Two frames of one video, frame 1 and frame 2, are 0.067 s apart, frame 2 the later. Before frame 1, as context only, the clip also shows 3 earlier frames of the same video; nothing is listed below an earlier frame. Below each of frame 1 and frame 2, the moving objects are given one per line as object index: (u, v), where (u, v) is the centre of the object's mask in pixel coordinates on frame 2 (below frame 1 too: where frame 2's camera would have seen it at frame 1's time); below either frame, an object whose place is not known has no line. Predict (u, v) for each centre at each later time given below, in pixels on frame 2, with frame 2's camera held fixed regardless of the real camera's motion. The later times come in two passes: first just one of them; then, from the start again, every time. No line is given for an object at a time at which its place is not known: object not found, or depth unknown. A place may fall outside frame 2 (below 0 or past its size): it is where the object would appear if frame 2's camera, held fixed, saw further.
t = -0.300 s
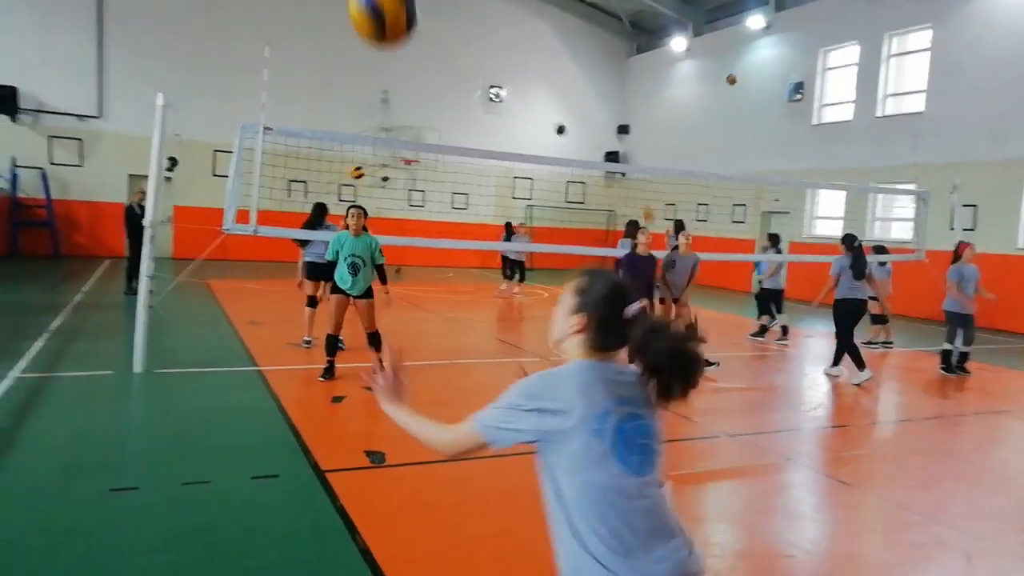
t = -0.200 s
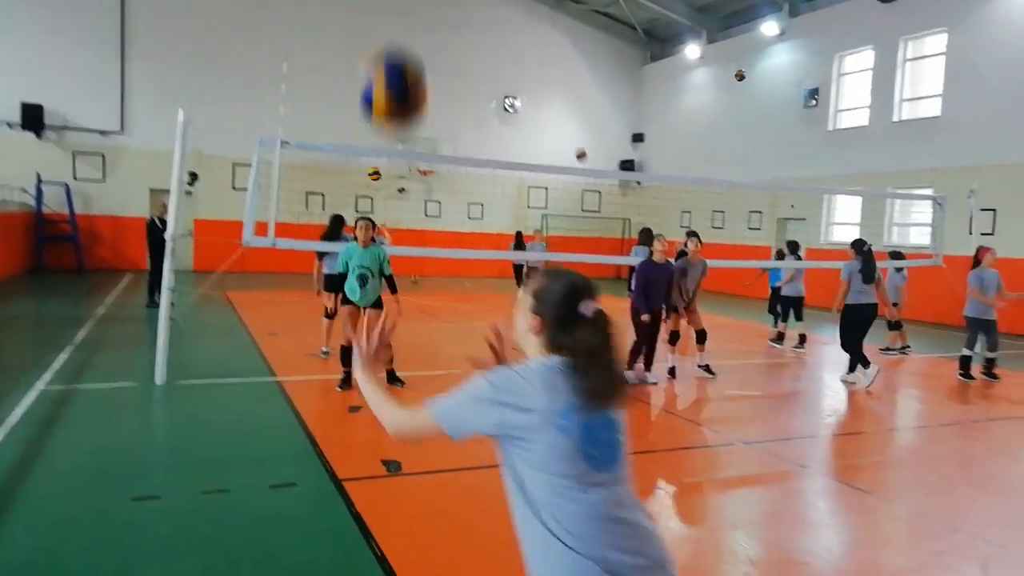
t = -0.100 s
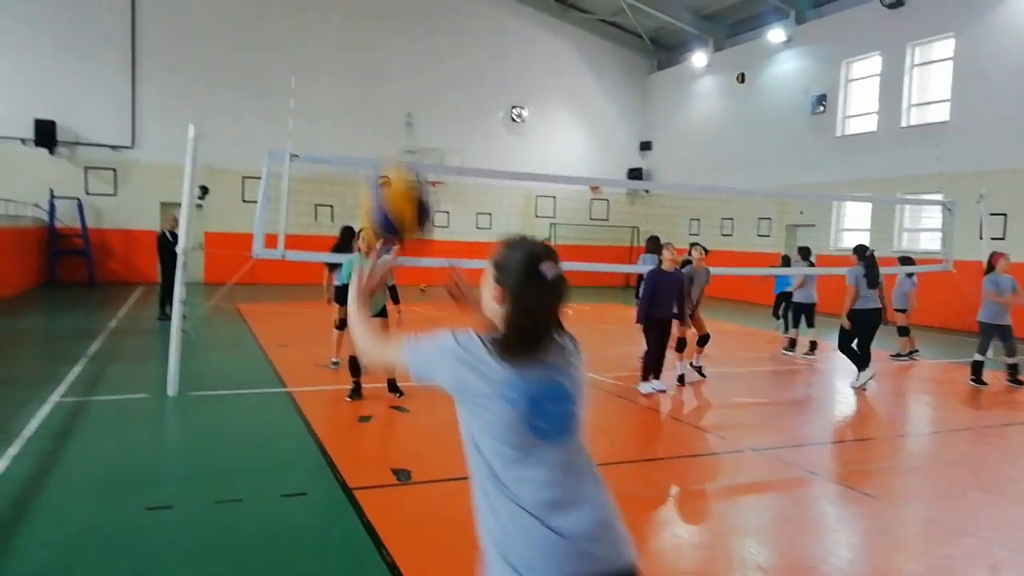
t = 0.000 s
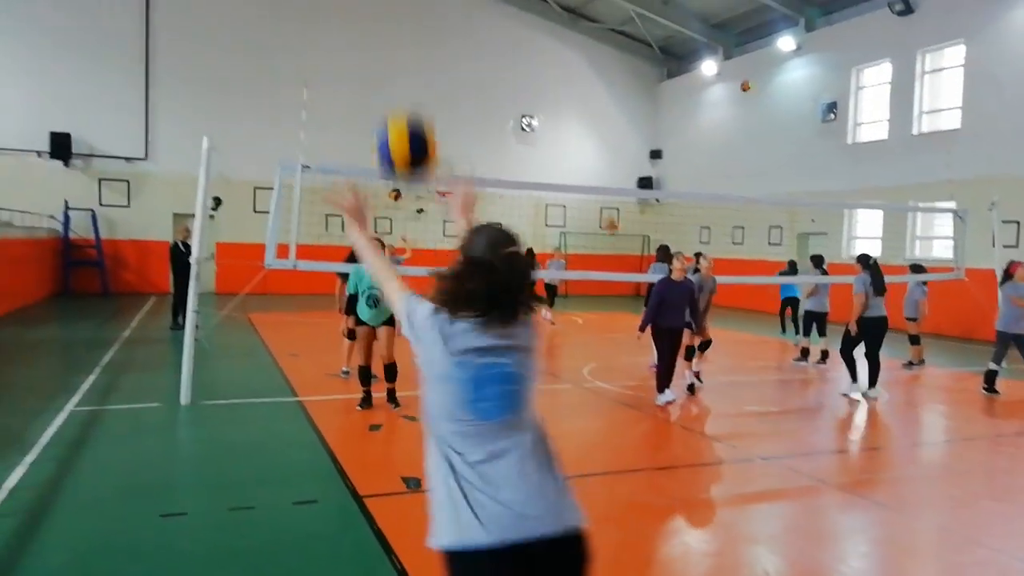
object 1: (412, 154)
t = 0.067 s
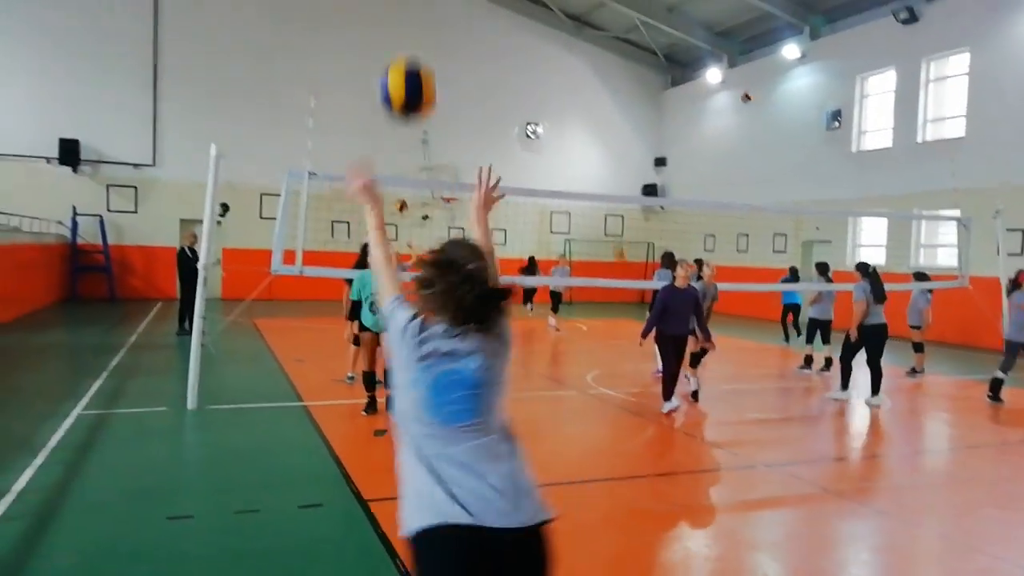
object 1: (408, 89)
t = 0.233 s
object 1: (401, 12)
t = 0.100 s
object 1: (406, 64)
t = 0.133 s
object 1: (403, 45)
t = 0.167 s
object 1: (402, 30)
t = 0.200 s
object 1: (401, 20)
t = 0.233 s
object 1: (401, 12)
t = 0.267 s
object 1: (400, 11)
